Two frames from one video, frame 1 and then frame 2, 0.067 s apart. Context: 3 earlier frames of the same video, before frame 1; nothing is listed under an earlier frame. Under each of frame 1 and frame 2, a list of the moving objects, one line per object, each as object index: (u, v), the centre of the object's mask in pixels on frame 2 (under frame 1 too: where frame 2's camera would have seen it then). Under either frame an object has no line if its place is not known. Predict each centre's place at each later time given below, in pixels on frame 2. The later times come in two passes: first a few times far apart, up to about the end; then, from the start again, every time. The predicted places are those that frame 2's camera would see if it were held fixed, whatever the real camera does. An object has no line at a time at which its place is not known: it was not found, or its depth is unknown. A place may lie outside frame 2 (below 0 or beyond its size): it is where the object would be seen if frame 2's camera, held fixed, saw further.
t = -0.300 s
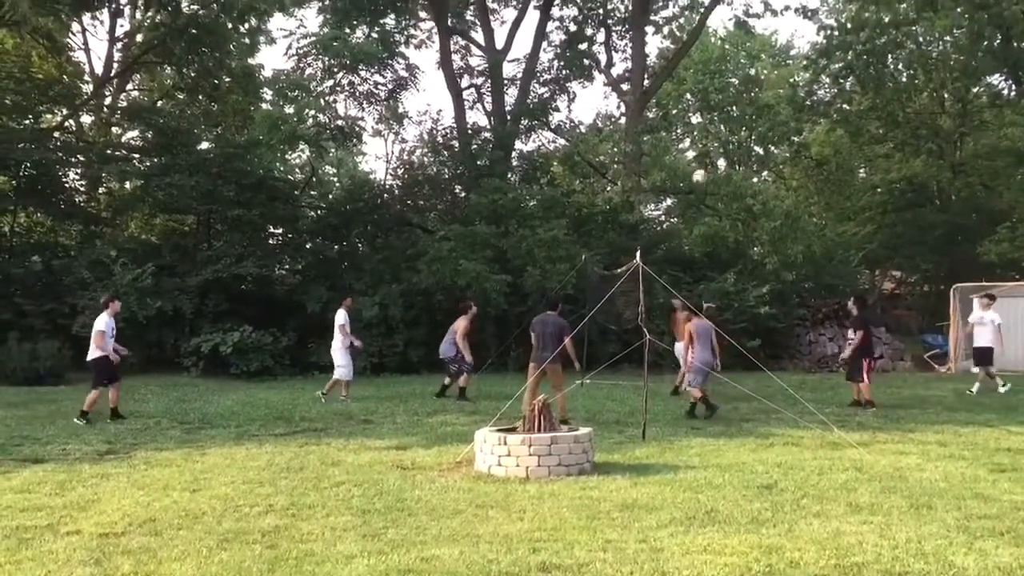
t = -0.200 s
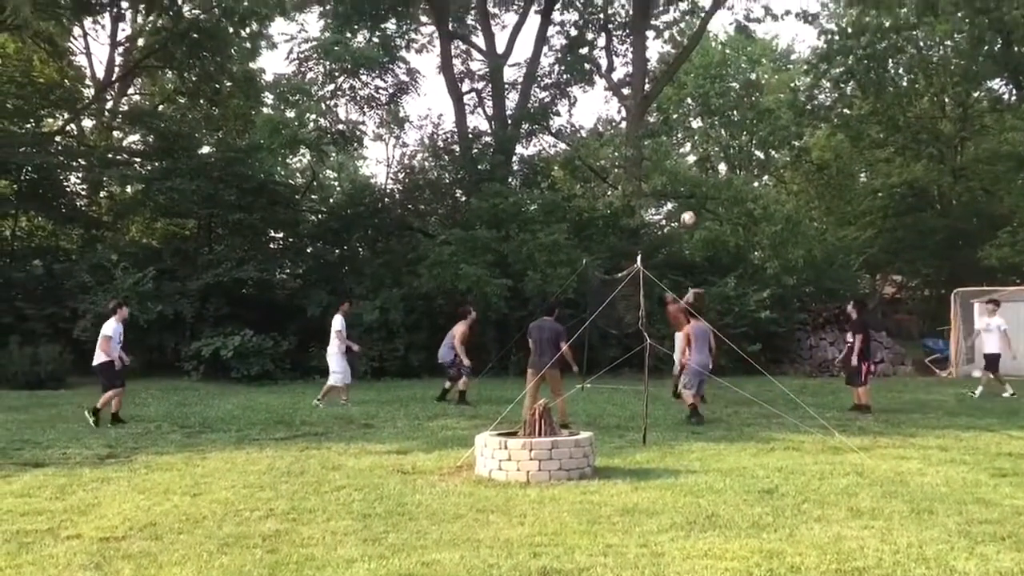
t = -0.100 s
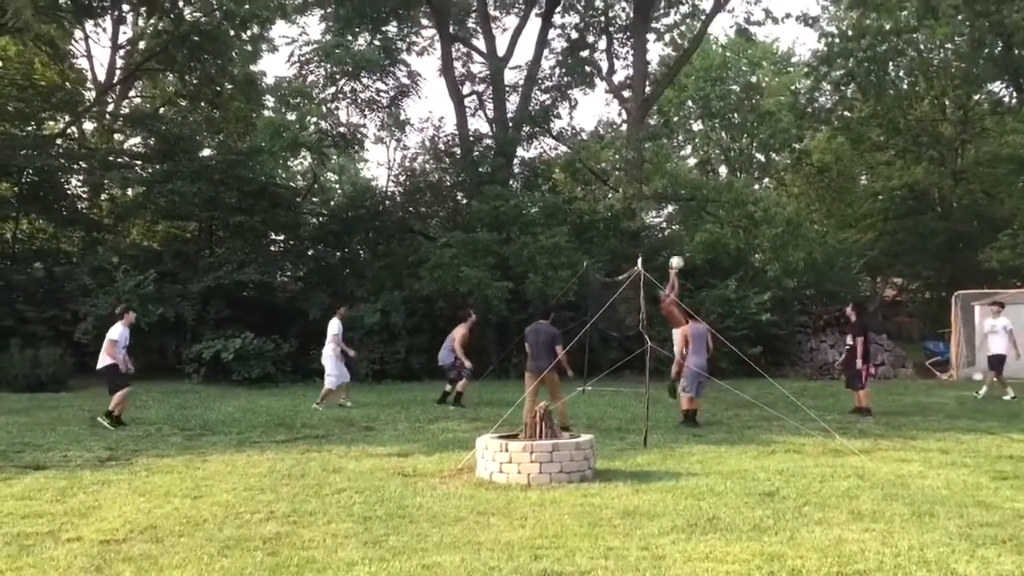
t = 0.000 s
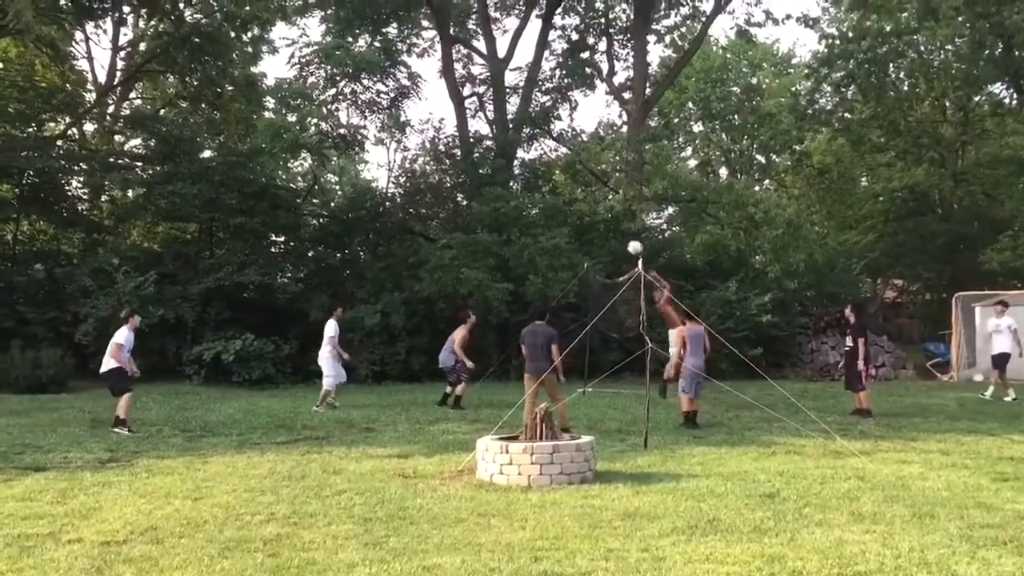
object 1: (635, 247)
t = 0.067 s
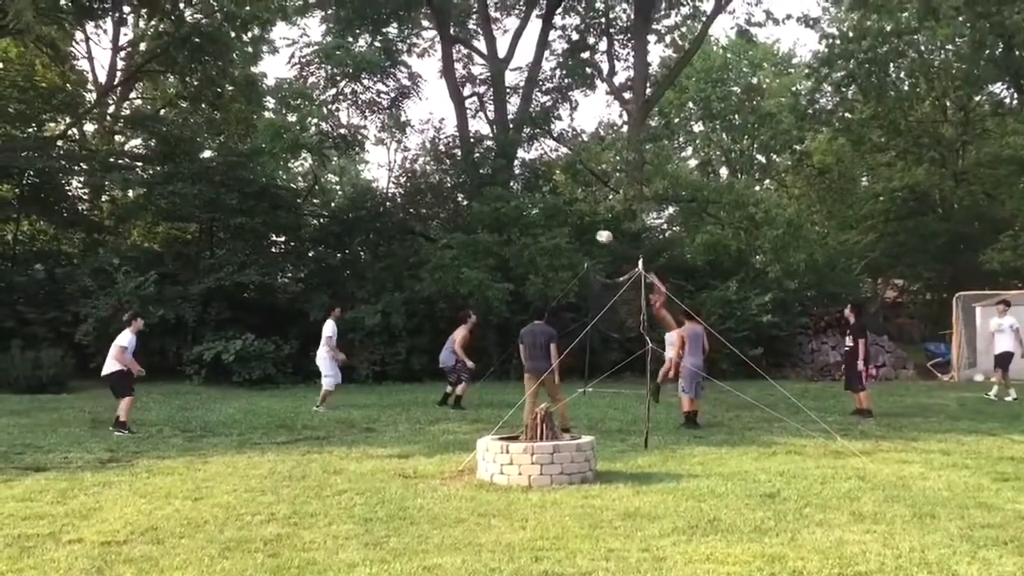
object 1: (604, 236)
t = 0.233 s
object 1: (523, 225)
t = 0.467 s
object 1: (406, 238)
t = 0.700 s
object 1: (281, 292)
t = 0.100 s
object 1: (588, 232)
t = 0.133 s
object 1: (572, 229)
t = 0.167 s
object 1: (556, 226)
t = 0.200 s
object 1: (540, 225)
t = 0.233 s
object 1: (523, 225)
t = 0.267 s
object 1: (506, 224)
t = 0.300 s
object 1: (490, 225)
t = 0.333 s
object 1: (473, 226)
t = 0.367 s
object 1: (457, 228)
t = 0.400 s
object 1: (439, 230)
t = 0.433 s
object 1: (422, 234)
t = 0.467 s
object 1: (406, 238)
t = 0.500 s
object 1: (388, 244)
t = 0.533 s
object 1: (371, 249)
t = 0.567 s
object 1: (354, 257)
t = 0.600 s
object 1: (336, 265)
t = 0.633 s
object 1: (318, 273)
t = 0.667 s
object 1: (299, 282)
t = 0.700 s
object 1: (281, 292)
